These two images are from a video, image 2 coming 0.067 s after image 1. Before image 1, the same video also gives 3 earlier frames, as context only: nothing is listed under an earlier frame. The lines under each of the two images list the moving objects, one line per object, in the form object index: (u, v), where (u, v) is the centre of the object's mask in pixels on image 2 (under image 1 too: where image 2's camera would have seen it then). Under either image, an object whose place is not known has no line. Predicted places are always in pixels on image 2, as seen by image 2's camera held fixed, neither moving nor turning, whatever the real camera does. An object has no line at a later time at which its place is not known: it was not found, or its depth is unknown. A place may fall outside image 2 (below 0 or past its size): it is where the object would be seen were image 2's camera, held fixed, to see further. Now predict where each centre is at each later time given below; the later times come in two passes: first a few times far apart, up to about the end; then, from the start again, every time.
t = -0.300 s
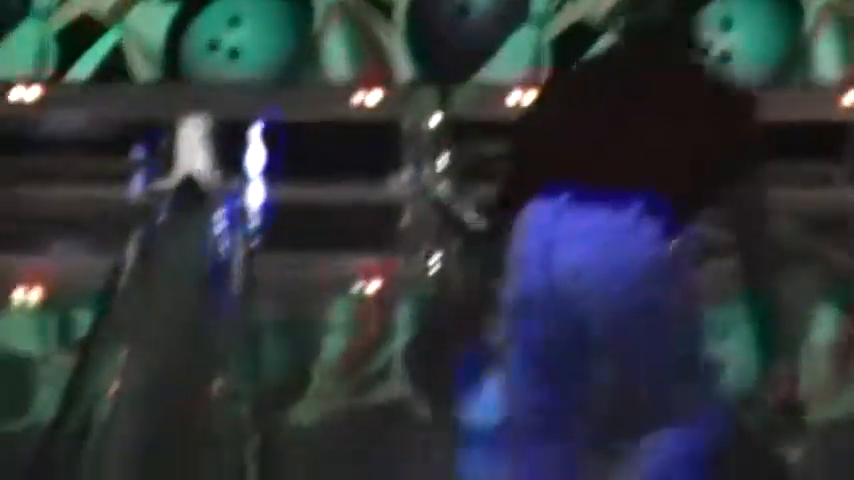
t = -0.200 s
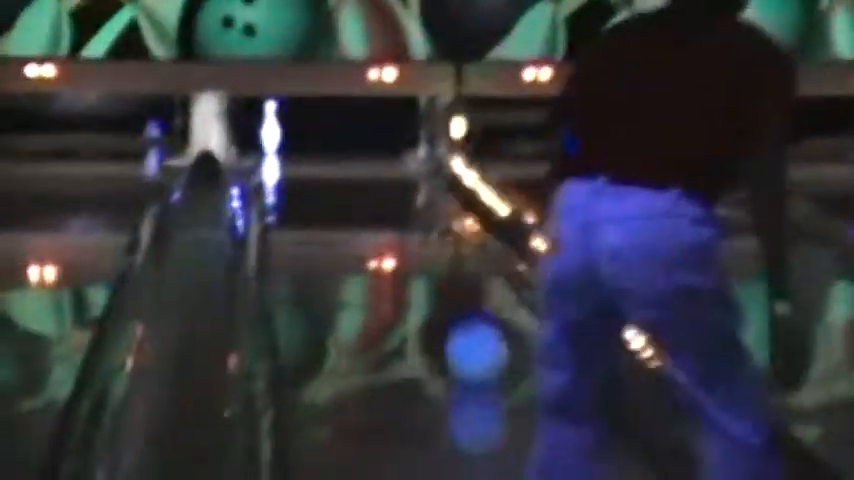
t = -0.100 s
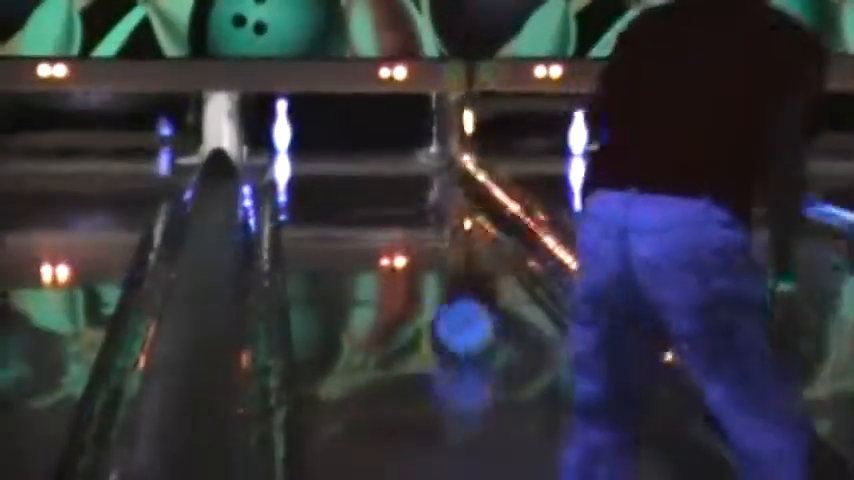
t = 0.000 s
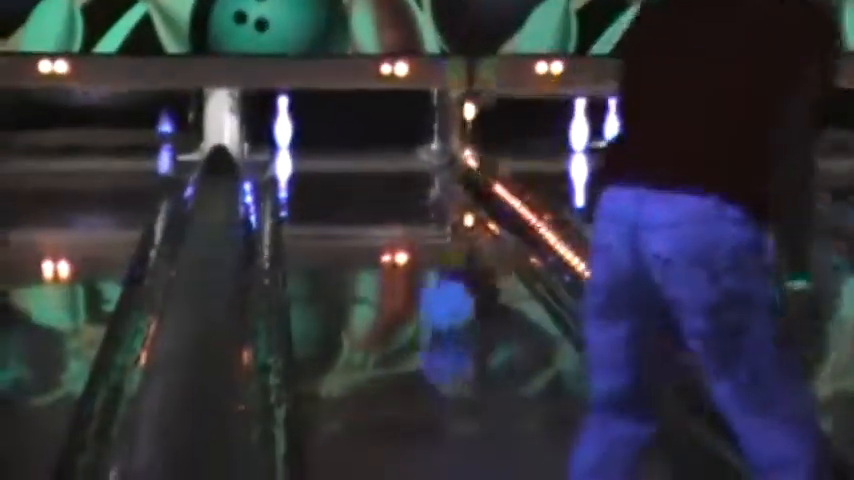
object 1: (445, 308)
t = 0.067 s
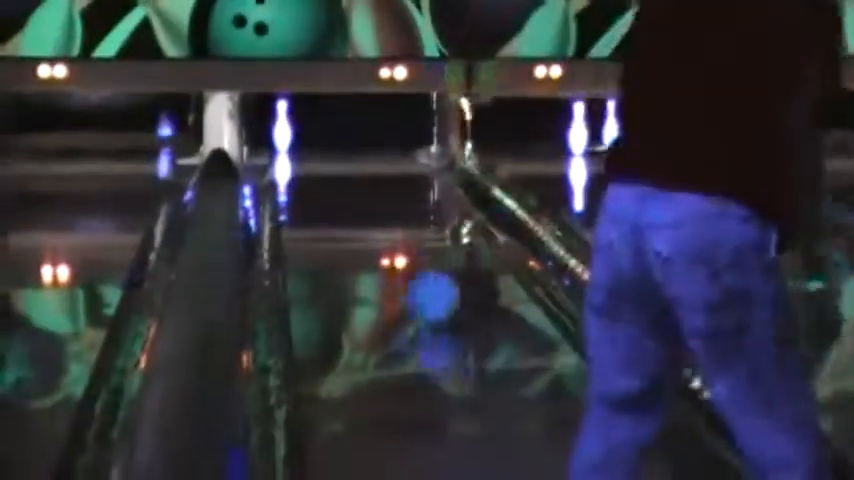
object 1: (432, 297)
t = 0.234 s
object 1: (404, 271)
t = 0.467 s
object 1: (374, 241)
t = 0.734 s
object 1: (343, 214)
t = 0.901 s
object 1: (325, 201)
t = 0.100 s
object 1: (425, 291)
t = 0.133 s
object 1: (419, 287)
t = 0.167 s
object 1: (413, 282)
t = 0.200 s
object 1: (408, 276)
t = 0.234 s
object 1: (404, 271)
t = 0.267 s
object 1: (398, 264)
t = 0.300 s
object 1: (395, 261)
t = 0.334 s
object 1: (391, 259)
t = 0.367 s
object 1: (384, 254)
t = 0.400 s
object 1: (379, 251)
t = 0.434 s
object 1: (379, 244)
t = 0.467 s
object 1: (374, 241)
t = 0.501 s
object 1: (372, 237)
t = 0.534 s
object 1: (363, 234)
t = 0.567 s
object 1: (360, 231)
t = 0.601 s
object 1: (356, 228)
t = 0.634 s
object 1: (353, 224)
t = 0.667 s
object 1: (348, 220)
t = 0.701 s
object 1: (346, 218)
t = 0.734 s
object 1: (343, 214)
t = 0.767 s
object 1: (339, 212)
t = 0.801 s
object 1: (335, 210)
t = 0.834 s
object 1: (333, 206)
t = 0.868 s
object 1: (330, 203)
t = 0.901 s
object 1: (325, 201)
